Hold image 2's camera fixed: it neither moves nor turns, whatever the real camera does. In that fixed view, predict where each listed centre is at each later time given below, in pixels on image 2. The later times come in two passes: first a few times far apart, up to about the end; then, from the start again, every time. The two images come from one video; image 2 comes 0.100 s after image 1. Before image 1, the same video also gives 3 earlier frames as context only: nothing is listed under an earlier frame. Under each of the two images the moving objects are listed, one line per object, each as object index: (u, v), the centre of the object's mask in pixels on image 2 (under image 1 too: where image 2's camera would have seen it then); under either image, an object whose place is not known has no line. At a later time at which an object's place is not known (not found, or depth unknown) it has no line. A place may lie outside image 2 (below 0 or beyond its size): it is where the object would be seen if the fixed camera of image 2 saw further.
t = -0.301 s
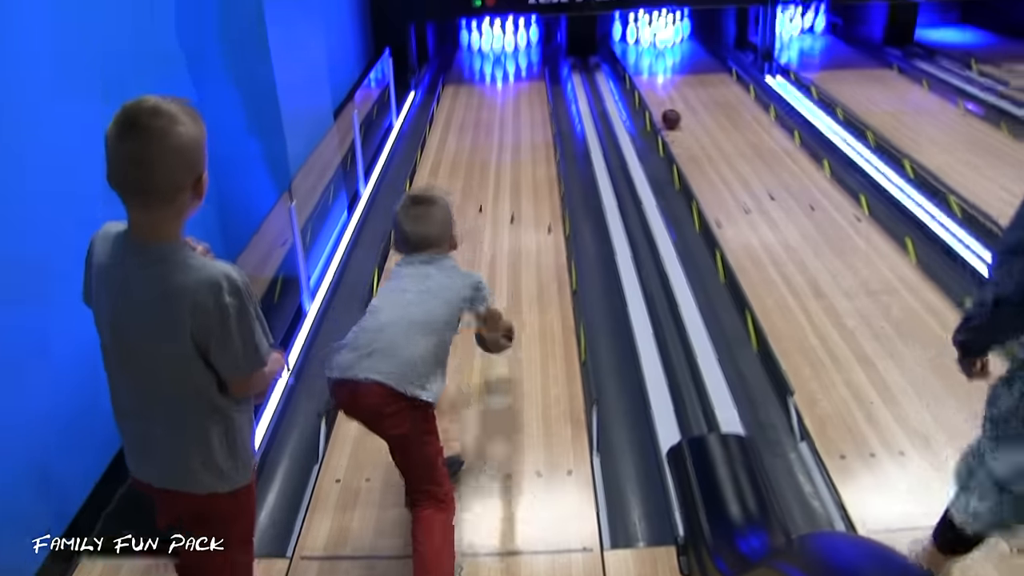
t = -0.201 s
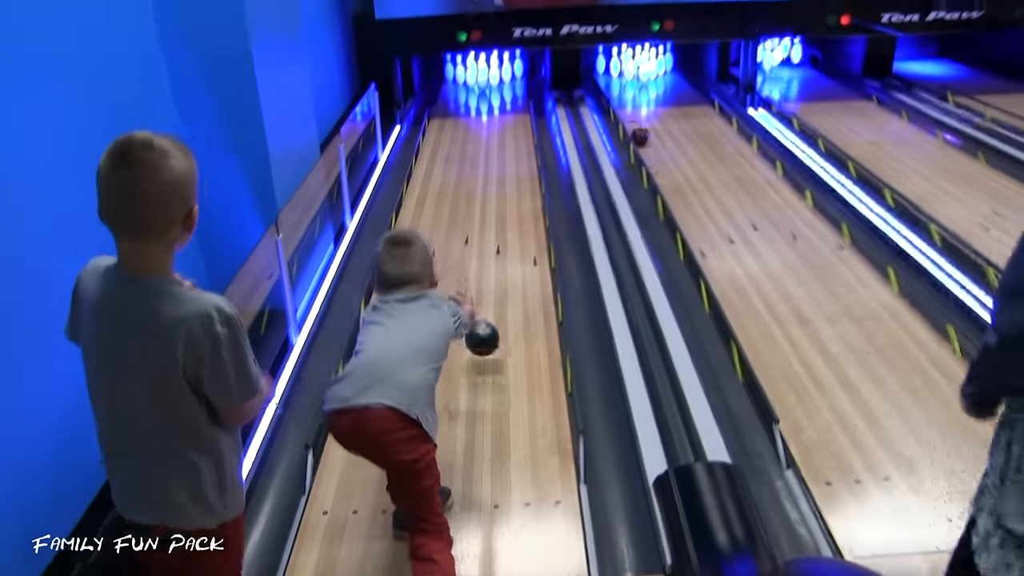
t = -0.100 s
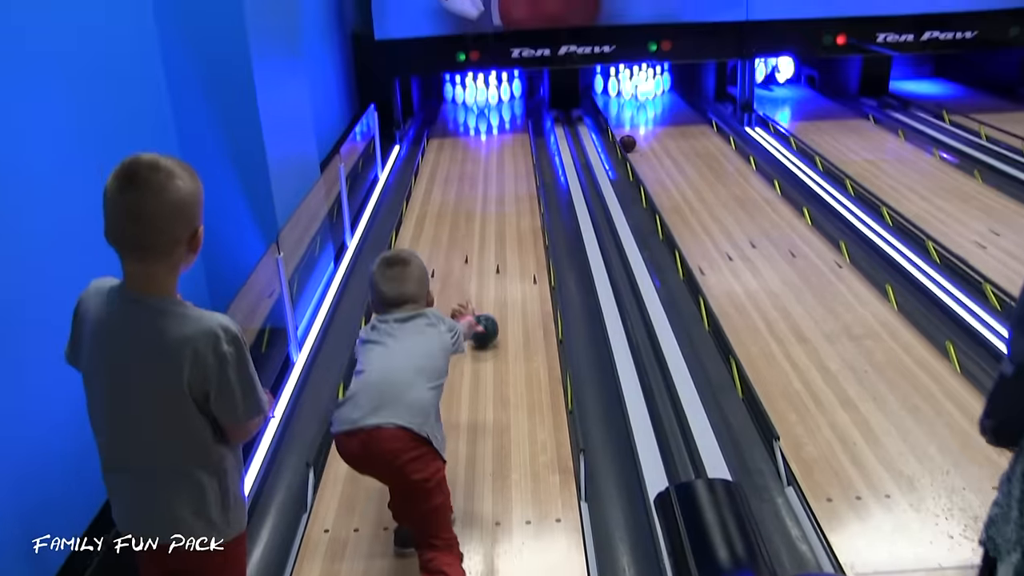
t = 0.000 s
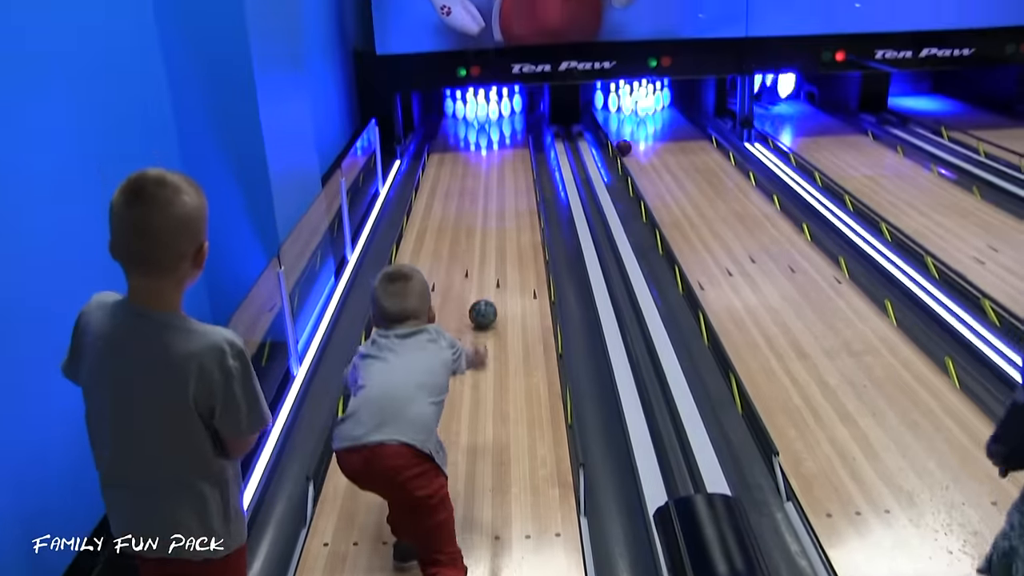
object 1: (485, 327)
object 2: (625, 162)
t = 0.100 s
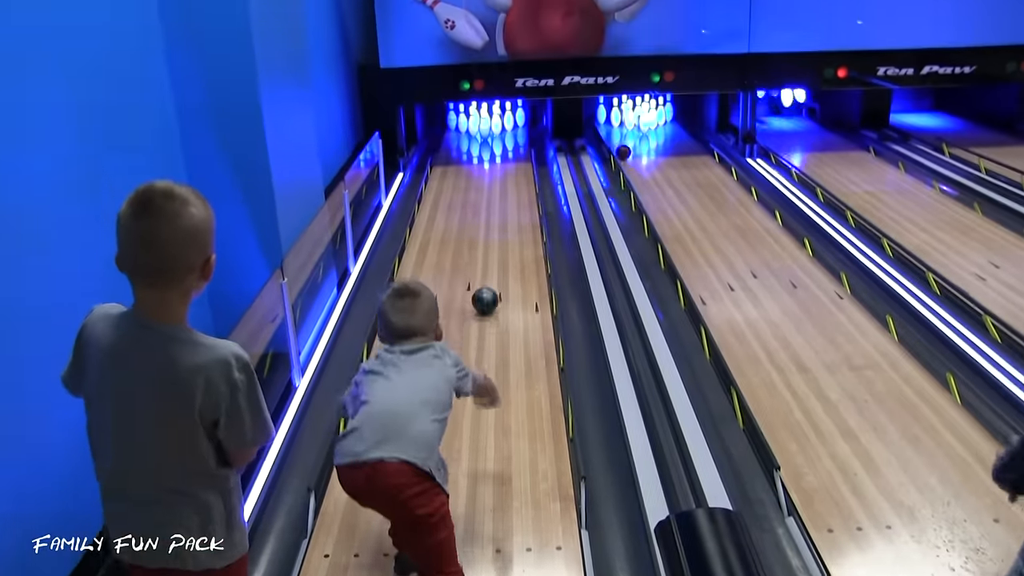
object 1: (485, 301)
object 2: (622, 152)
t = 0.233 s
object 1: (485, 274)
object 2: (620, 141)
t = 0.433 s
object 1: (485, 242)
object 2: (615, 126)
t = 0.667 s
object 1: (485, 212)
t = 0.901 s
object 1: (485, 187)
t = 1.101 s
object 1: (486, 169)
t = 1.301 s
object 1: (486, 154)
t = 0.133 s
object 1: (485, 293)
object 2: (622, 150)
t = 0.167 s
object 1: (485, 286)
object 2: (621, 147)
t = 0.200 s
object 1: (485, 280)
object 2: (620, 144)
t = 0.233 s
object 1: (485, 274)
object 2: (620, 141)
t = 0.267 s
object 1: (485, 268)
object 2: (619, 138)
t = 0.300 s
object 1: (485, 262)
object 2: (618, 135)
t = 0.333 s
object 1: (485, 257)
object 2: (617, 133)
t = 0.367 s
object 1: (485, 252)
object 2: (617, 131)
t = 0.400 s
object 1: (485, 247)
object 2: (616, 128)
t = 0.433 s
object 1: (485, 242)
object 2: (615, 126)
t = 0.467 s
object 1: (485, 237)
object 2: (614, 124)
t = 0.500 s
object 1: (485, 232)
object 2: (614, 123)
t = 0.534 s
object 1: (485, 228)
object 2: (613, 118)
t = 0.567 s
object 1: (485, 224)
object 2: (612, 119)
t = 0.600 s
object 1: (485, 220)
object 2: (612, 118)
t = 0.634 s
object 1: (485, 216)
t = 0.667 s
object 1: (485, 212)
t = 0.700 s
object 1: (485, 208)
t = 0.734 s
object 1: (485, 204)
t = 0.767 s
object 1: (485, 201)
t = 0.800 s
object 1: (485, 197)
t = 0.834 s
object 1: (485, 194)
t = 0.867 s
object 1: (485, 191)
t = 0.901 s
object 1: (485, 187)
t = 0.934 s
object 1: (485, 184)
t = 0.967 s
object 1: (485, 181)
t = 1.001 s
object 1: (485, 179)
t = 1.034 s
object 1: (485, 175)
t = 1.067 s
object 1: (485, 173)
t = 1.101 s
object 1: (486, 169)
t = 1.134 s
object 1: (486, 167)
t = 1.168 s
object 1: (485, 164)
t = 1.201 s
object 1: (486, 162)
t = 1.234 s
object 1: (486, 159)
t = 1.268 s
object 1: (486, 156)
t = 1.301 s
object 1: (486, 154)
